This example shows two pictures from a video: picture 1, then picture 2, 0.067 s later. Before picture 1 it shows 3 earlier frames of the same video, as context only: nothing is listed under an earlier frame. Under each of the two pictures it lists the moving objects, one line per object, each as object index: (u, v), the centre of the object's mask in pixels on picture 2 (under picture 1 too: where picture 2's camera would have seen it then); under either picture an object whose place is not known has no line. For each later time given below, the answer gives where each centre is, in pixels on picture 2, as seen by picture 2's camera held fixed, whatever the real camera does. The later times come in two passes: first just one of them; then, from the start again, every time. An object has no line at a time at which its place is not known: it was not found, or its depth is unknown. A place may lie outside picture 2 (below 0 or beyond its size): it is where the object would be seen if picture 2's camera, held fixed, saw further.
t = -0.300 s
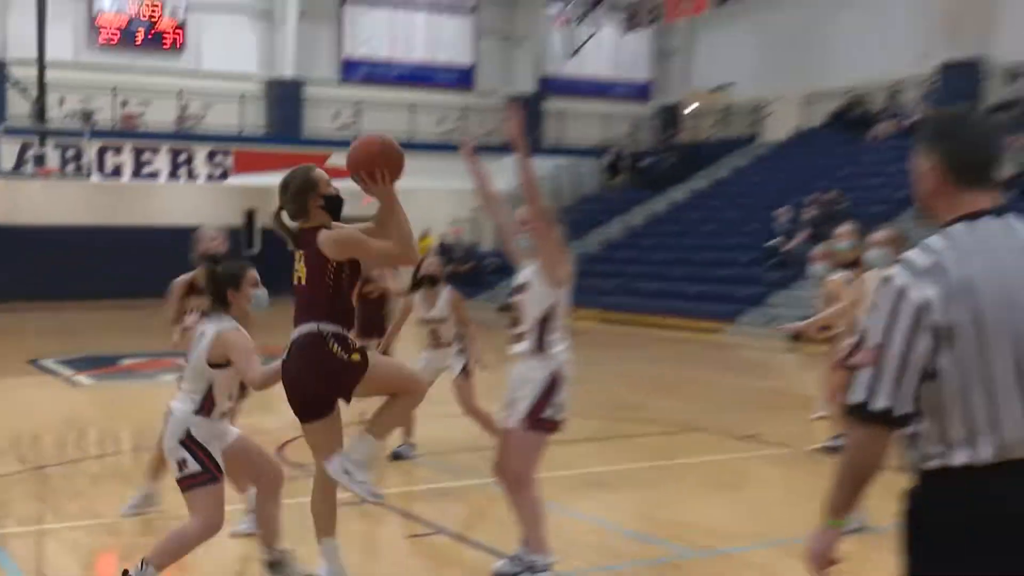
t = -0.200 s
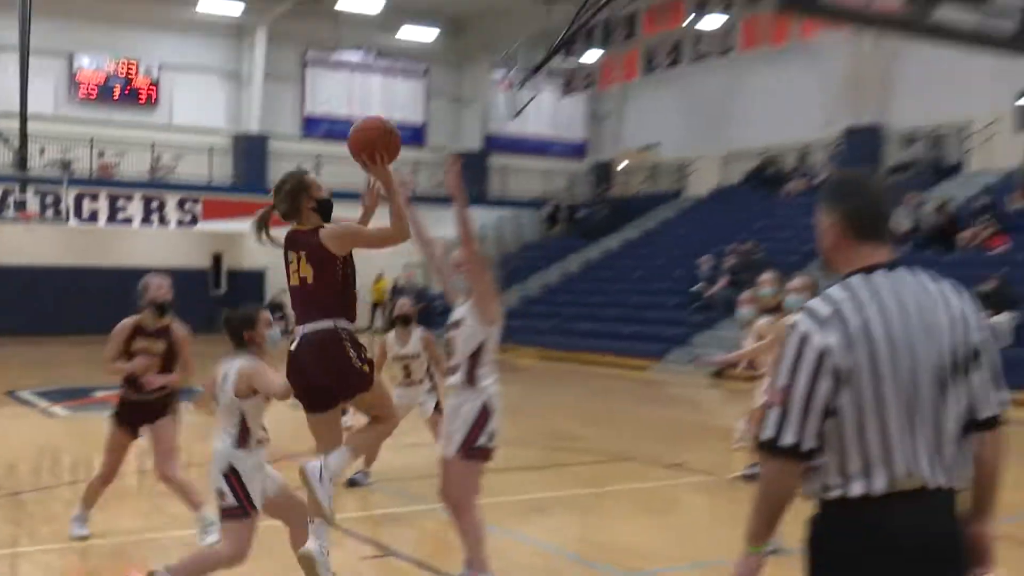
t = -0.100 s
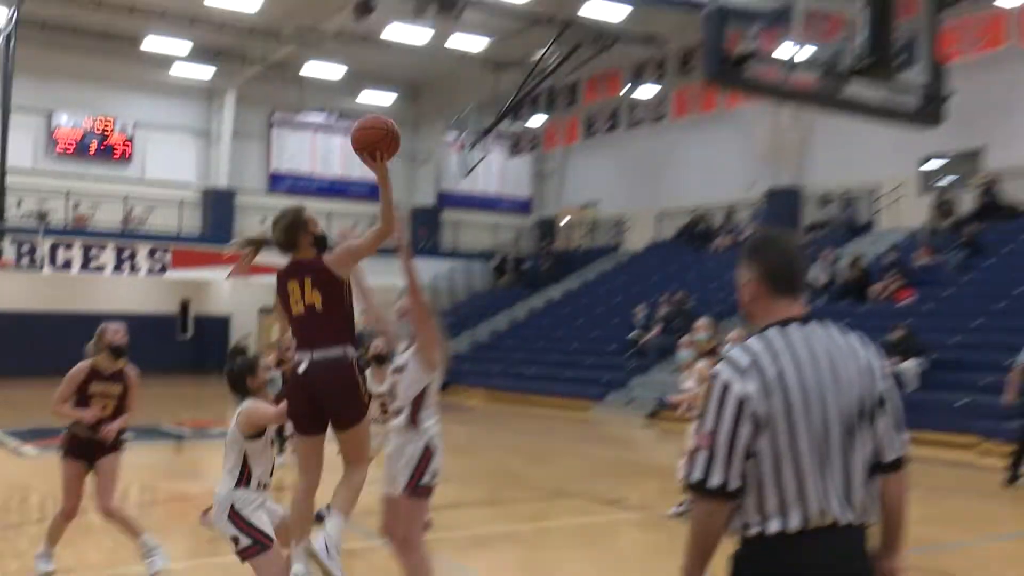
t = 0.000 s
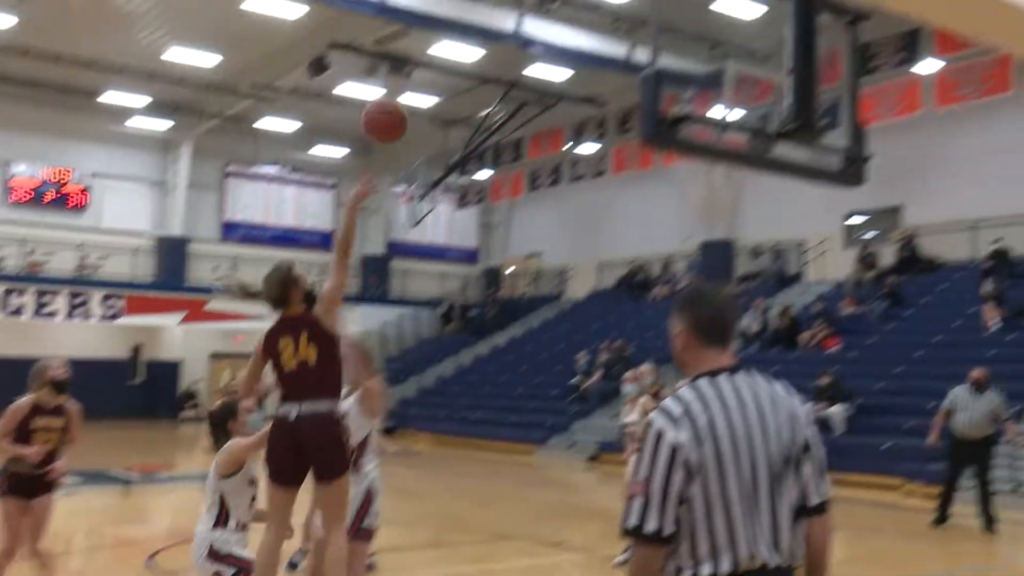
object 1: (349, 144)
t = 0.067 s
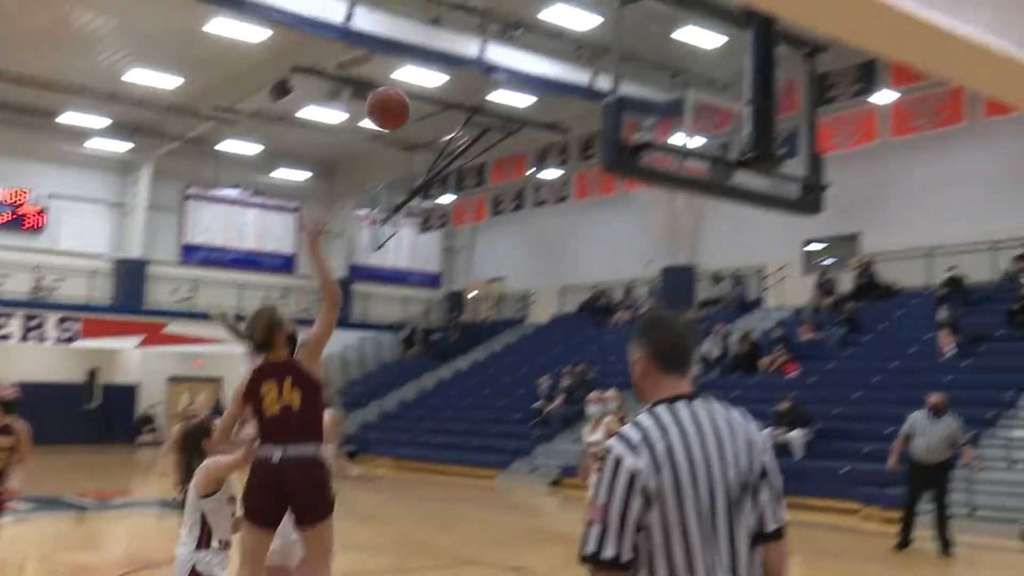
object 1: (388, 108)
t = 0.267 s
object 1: (488, 60)
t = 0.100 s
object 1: (405, 97)
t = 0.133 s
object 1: (425, 85)
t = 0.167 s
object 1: (441, 76)
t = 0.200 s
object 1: (457, 69)
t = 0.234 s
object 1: (472, 64)
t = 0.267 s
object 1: (488, 60)
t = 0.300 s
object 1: (503, 58)
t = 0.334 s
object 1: (517, 59)
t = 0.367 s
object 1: (532, 62)
